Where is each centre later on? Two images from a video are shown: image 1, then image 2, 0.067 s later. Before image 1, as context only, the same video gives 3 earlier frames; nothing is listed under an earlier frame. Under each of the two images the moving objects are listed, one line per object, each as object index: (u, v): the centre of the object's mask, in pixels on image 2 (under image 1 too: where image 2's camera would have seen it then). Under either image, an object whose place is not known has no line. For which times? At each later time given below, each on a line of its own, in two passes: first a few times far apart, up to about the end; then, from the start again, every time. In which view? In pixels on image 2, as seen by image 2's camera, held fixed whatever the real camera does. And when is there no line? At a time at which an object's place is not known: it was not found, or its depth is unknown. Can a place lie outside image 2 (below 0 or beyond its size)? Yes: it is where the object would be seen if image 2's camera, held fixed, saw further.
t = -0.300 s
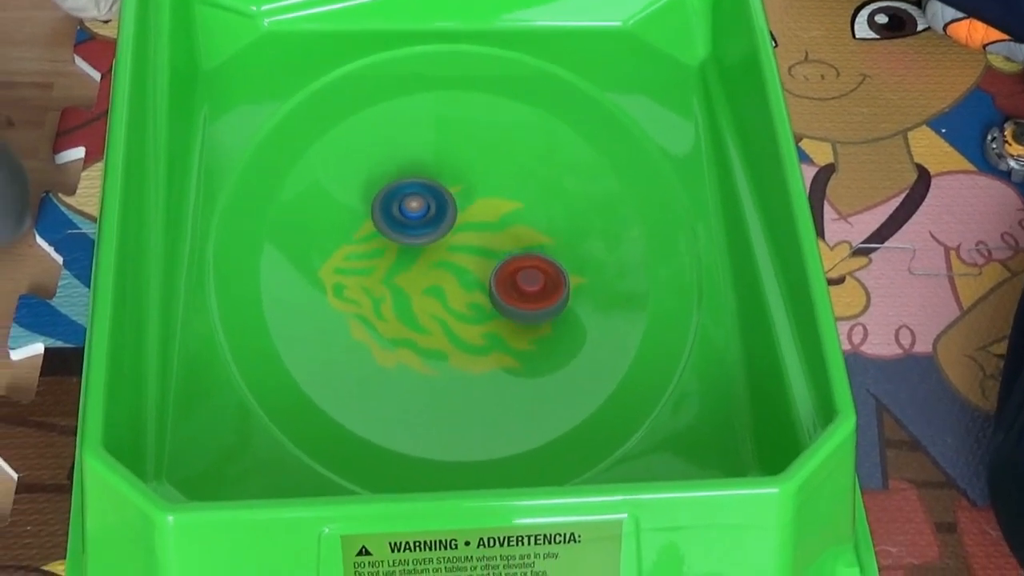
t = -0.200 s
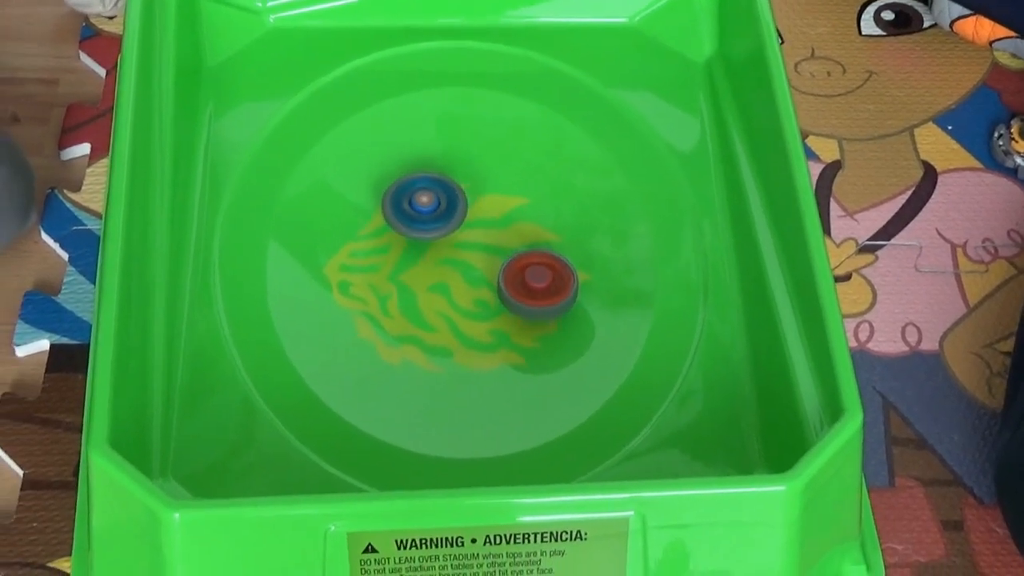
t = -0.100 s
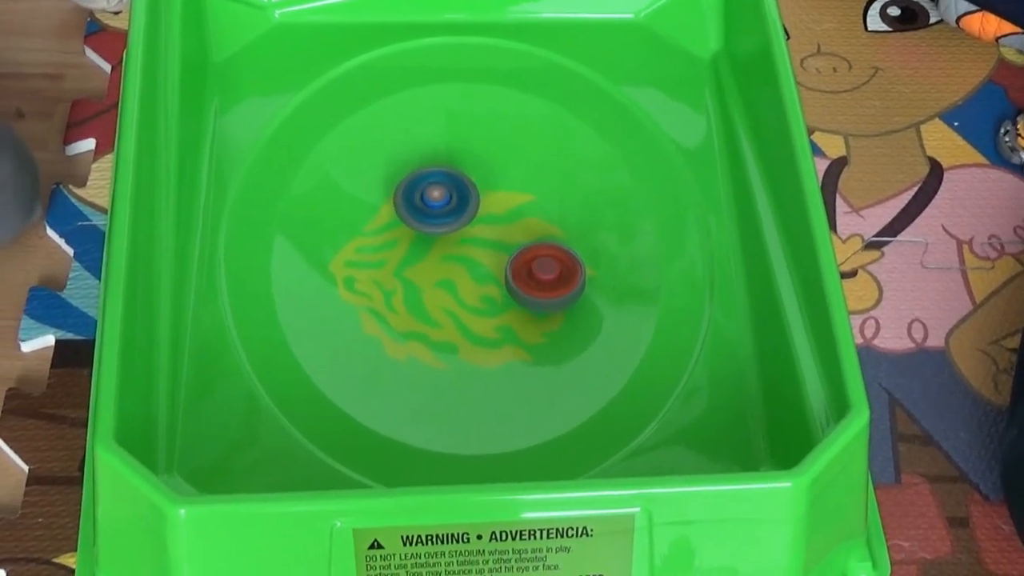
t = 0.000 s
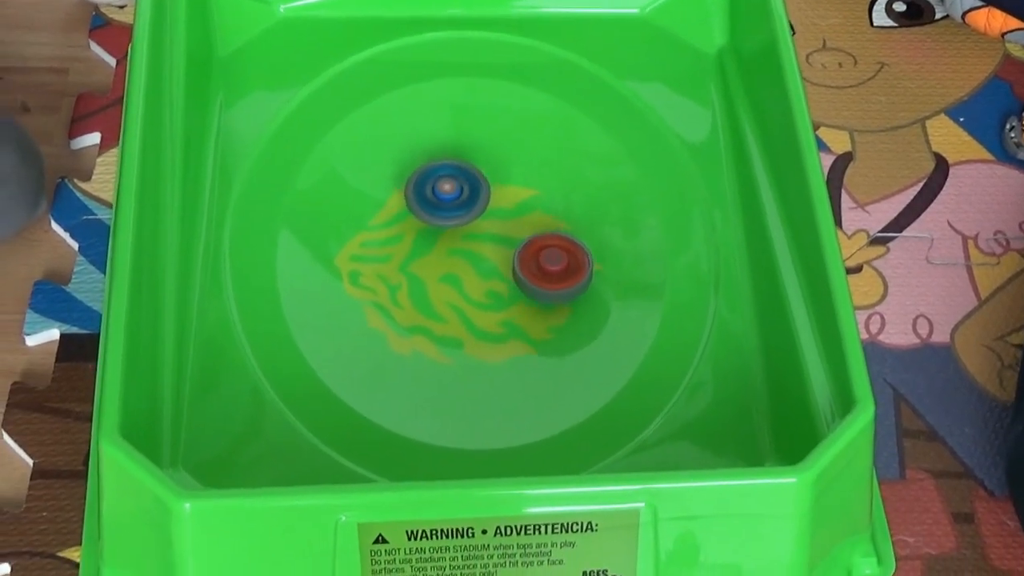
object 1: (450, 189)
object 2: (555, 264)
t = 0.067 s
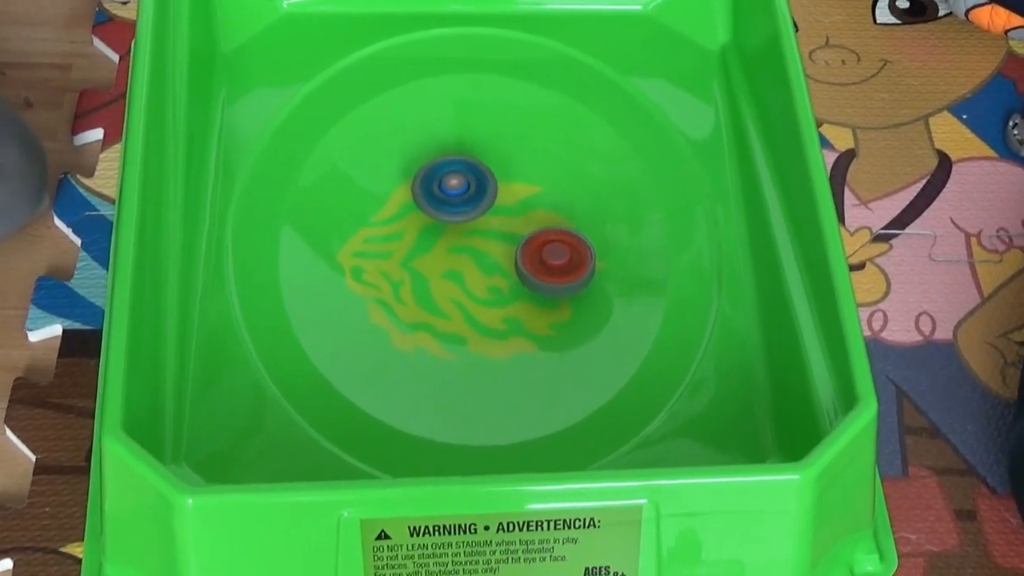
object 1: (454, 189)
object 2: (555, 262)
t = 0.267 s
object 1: (468, 187)
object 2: (557, 253)
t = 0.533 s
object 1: (485, 188)
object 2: (557, 245)
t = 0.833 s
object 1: (499, 190)
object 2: (557, 242)
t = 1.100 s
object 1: (489, 177)
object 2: (561, 244)
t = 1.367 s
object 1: (460, 186)
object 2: (553, 244)
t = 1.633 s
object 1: (445, 190)
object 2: (550, 256)
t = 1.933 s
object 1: (443, 191)
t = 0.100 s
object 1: (456, 188)
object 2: (556, 260)
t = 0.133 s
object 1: (458, 188)
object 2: (557, 258)
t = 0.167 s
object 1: (461, 188)
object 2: (556, 257)
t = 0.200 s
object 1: (463, 187)
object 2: (556, 256)
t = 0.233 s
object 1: (466, 187)
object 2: (557, 255)
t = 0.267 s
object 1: (468, 187)
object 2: (557, 253)
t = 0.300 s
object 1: (471, 186)
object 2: (557, 252)
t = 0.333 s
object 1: (474, 186)
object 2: (557, 252)
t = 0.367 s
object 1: (476, 186)
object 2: (558, 250)
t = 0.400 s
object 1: (478, 187)
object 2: (557, 248)
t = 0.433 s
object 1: (480, 187)
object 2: (557, 248)
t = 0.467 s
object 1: (482, 188)
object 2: (557, 247)
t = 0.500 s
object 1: (484, 188)
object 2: (558, 246)
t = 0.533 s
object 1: (485, 188)
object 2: (557, 245)
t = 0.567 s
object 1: (487, 188)
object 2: (557, 244)
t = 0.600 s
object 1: (488, 188)
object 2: (558, 244)
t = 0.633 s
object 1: (490, 188)
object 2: (558, 243)
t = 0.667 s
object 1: (492, 188)
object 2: (556, 242)
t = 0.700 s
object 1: (493, 188)
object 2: (556, 242)
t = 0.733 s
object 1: (495, 188)
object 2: (557, 242)
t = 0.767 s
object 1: (496, 189)
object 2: (557, 241)
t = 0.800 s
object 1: (497, 190)
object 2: (556, 241)
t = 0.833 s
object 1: (499, 190)
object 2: (557, 242)
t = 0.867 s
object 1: (500, 191)
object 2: (557, 241)
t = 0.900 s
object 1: (501, 191)
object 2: (557, 241)
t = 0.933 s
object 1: (503, 191)
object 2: (557, 241)
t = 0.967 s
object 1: (504, 191)
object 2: (558, 241)
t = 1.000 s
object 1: (503, 188)
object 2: (559, 242)
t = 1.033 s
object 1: (498, 181)
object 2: (562, 246)
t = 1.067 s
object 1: (493, 178)
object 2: (562, 246)
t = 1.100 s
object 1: (489, 177)
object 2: (561, 244)
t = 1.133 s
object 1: (485, 177)
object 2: (560, 242)
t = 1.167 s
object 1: (481, 178)
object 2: (558, 242)
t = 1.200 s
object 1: (477, 179)
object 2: (558, 241)
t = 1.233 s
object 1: (473, 180)
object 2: (556, 240)
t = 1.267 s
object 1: (469, 182)
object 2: (554, 240)
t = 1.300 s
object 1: (465, 183)
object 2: (554, 241)
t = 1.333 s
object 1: (463, 185)
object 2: (554, 242)
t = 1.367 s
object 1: (460, 186)
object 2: (553, 244)
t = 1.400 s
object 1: (457, 187)
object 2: (553, 246)
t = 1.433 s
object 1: (455, 187)
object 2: (553, 247)
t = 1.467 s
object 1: (453, 187)
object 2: (552, 248)
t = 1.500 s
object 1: (451, 187)
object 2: (551, 251)
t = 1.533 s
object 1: (449, 188)
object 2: (551, 252)
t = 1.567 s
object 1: (447, 188)
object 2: (550, 253)
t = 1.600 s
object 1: (446, 189)
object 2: (549, 255)
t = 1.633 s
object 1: (445, 190)
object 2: (550, 256)
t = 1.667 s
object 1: (444, 190)
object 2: (549, 256)
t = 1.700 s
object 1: (442, 190)
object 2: (549, 257)
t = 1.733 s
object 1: (441, 191)
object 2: (549, 259)
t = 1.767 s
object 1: (441, 190)
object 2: (549, 259)
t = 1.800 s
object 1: (441, 191)
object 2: (548, 259)
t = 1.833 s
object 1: (441, 191)
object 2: (548, 261)
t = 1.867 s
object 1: (442, 191)
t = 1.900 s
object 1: (442, 191)
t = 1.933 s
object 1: (443, 191)
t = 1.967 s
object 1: (443, 191)
